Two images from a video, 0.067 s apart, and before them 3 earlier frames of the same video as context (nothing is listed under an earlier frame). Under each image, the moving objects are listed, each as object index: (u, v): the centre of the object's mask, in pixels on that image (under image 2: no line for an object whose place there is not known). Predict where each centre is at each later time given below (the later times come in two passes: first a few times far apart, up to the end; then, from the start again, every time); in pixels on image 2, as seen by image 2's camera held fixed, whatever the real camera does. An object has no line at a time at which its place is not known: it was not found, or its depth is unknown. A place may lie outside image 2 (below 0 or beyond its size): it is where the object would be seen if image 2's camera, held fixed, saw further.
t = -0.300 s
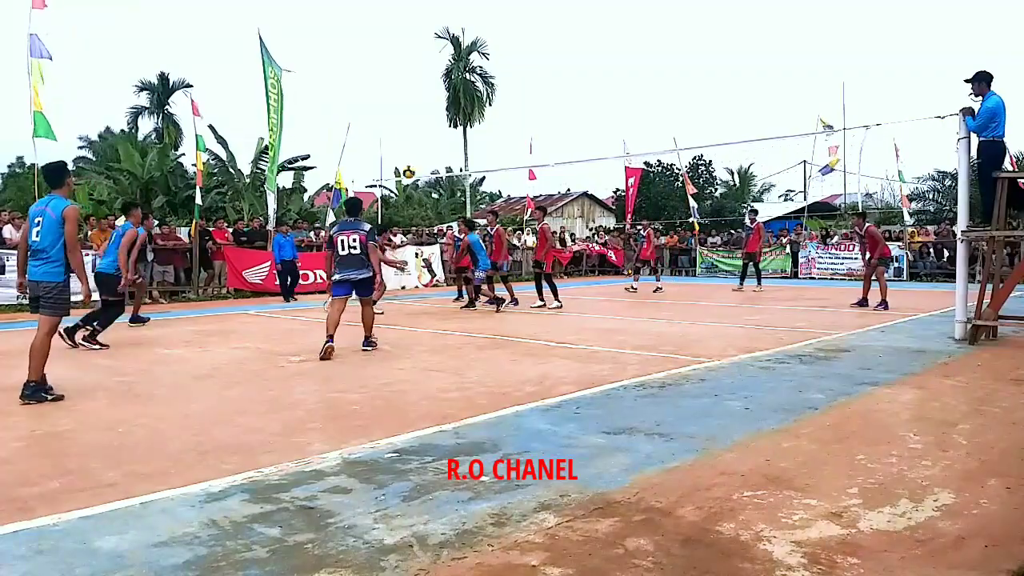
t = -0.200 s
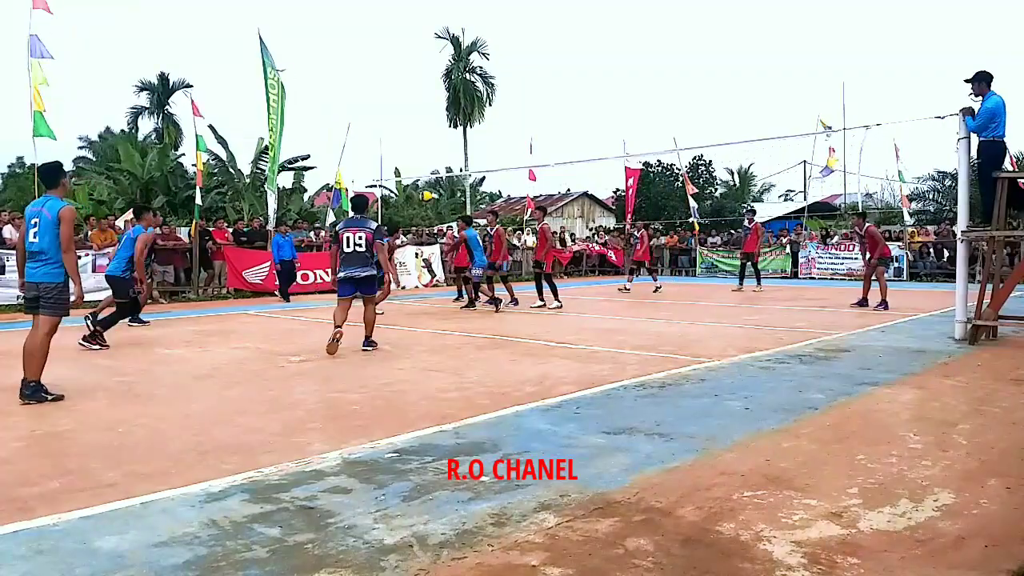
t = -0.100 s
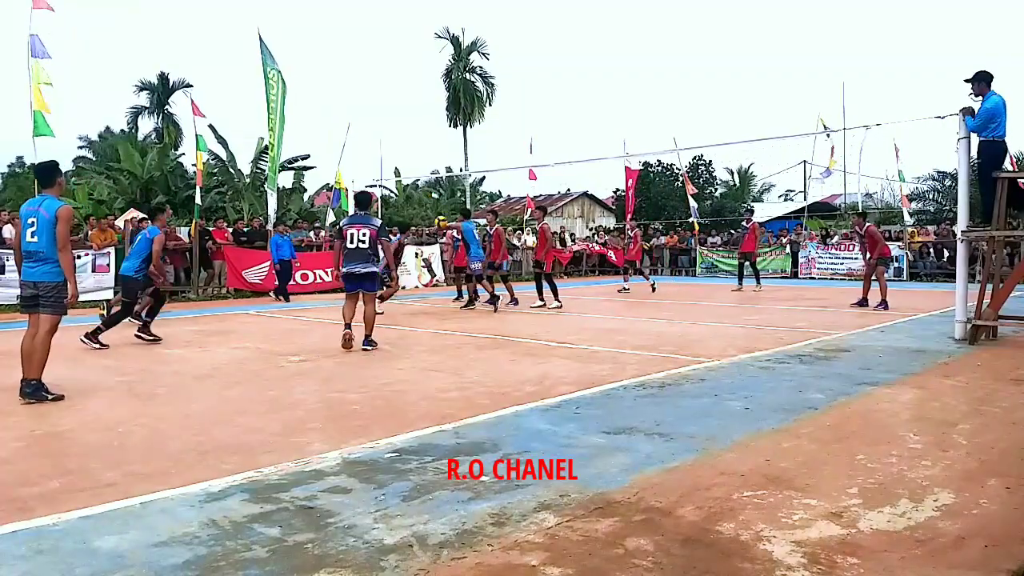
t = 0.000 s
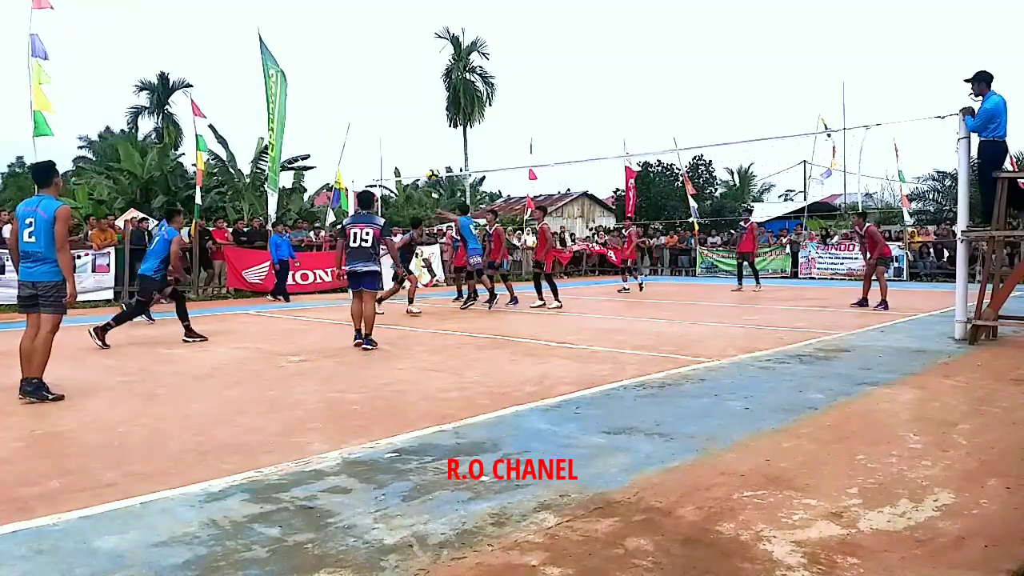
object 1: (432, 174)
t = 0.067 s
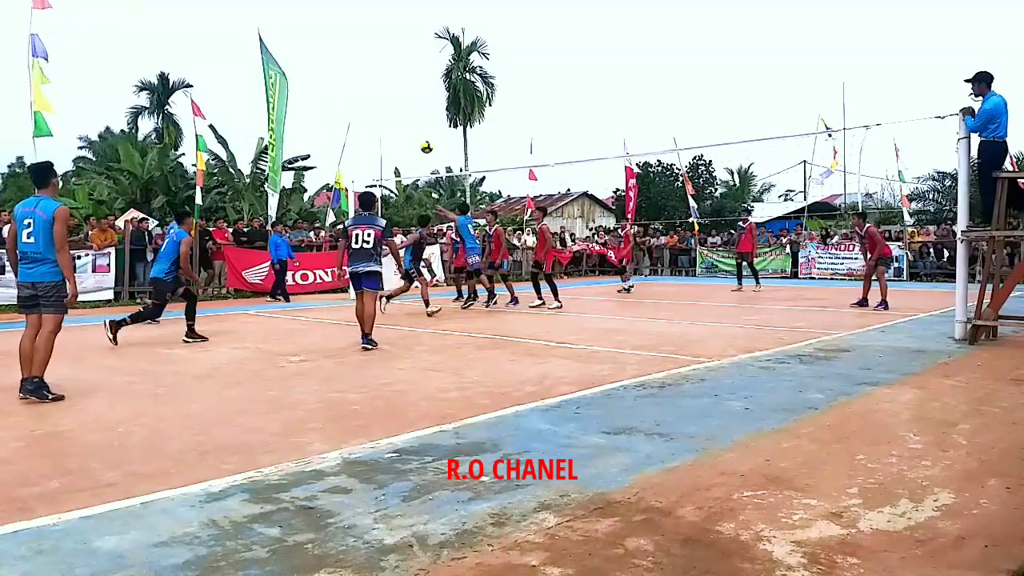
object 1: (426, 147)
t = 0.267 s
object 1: (409, 78)
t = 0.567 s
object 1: (387, 20)
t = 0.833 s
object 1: (370, 13)
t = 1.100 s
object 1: (354, 48)
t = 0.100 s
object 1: (423, 134)
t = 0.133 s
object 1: (420, 121)
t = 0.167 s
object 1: (417, 110)
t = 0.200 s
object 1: (415, 98)
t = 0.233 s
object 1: (412, 88)
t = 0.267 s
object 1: (409, 78)
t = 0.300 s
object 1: (407, 69)
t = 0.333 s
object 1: (404, 60)
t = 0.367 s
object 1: (402, 53)
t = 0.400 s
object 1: (399, 46)
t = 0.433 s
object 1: (396, 38)
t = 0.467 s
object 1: (394, 33)
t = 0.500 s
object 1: (392, 28)
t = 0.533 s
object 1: (389, 24)
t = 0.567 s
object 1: (387, 20)
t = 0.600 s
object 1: (385, 17)
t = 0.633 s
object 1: (382, 14)
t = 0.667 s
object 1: (380, 13)
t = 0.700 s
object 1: (378, 11)
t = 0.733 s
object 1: (376, 11)
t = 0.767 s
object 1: (374, 11)
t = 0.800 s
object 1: (372, 12)
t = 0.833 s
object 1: (370, 13)
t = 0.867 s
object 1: (368, 15)
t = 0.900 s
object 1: (366, 18)
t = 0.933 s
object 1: (363, 22)
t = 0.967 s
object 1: (361, 26)
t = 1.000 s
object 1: (359, 30)
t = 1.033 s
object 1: (357, 35)
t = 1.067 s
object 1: (355, 41)
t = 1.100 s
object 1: (354, 48)
